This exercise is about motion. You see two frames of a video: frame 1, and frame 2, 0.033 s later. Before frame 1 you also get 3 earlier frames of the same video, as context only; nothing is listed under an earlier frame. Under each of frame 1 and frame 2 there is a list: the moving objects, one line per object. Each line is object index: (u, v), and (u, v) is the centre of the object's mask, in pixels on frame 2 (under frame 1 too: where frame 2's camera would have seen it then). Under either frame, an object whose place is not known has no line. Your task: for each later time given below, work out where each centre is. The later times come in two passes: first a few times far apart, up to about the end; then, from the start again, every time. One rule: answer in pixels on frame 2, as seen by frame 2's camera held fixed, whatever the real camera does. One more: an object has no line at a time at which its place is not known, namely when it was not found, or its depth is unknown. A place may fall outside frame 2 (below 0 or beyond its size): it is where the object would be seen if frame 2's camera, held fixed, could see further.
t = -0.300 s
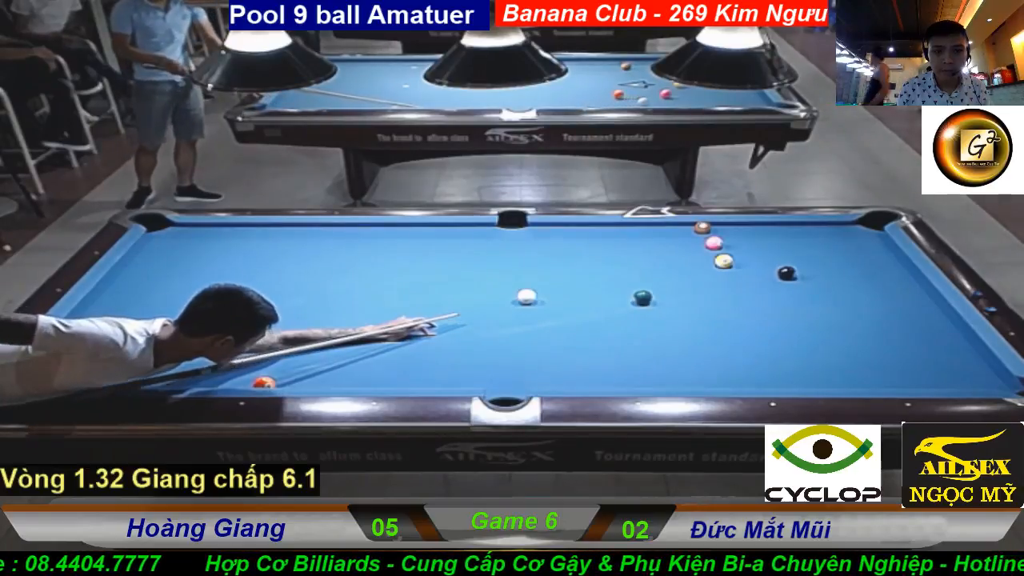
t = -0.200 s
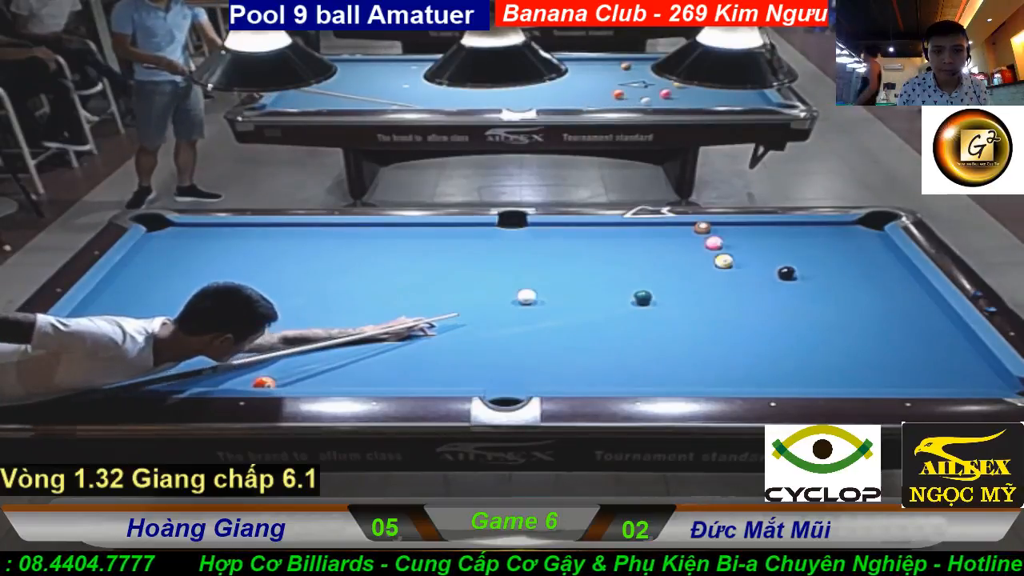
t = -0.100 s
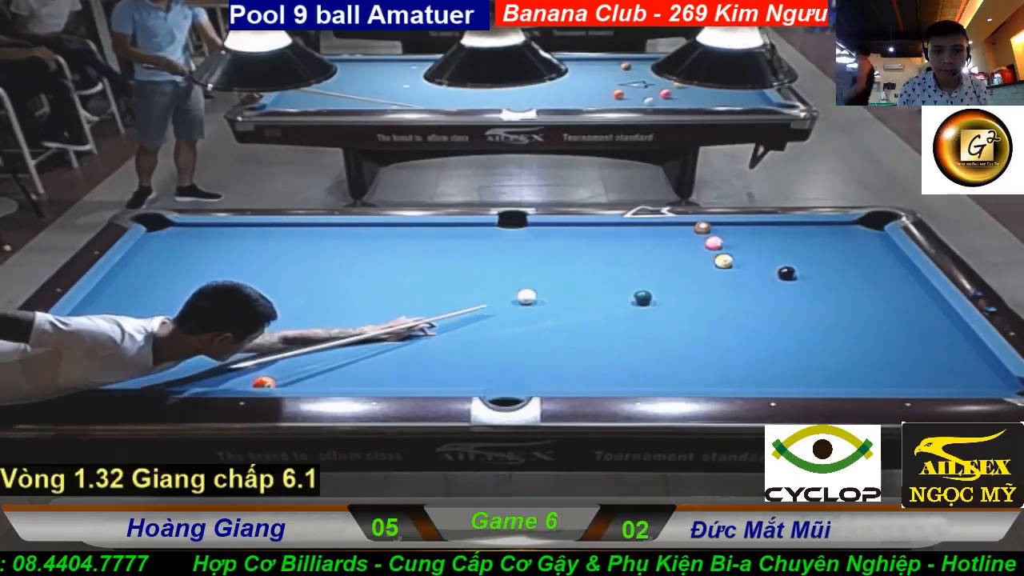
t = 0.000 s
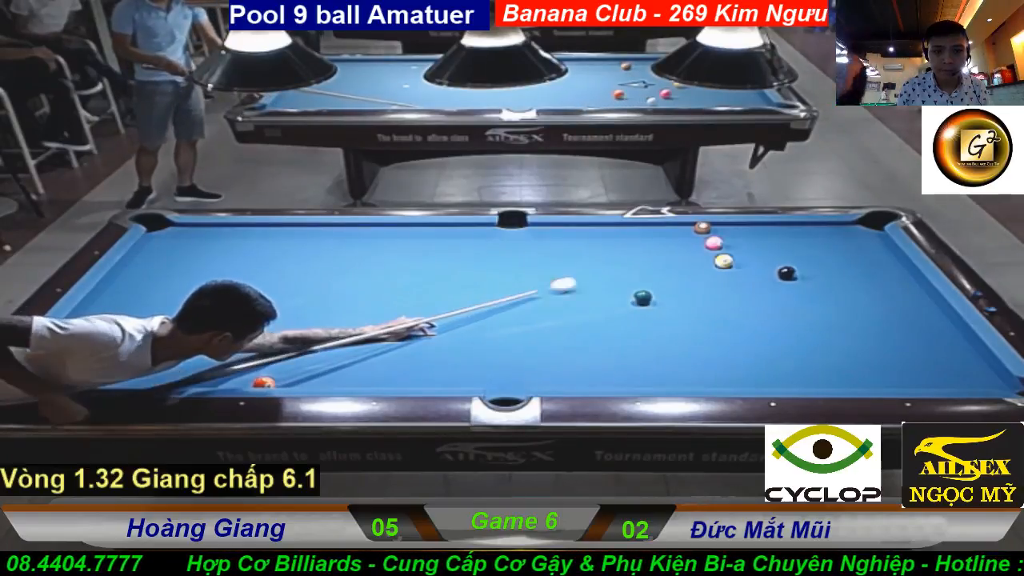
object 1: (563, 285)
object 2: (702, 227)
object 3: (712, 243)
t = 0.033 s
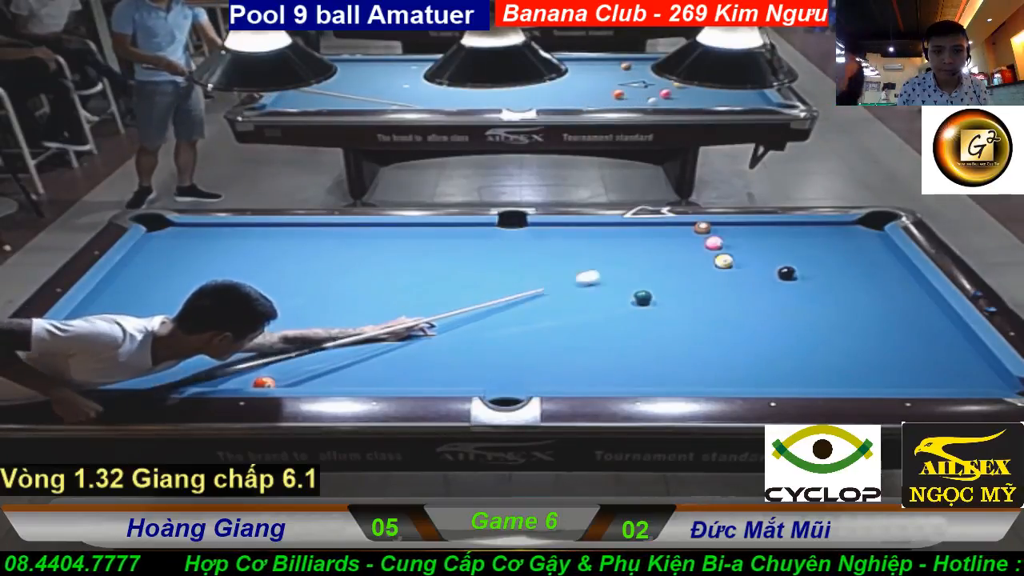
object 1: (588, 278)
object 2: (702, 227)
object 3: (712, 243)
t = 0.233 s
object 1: (696, 243)
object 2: (702, 227)
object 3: (726, 241)
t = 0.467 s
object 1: (683, 226)
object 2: (706, 227)
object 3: (849, 225)
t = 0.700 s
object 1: (659, 233)
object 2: (720, 225)
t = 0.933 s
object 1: (634, 241)
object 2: (733, 225)
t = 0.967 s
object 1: (630, 243)
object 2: (735, 225)
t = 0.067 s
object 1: (612, 271)
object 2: (702, 227)
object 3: (712, 243)
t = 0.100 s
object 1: (633, 264)
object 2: (702, 227)
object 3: (712, 243)
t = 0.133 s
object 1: (654, 258)
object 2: (702, 227)
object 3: (712, 243)
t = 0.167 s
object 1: (674, 252)
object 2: (702, 227)
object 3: (712, 243)
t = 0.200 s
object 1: (693, 246)
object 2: (702, 227)
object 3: (713, 243)
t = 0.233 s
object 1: (696, 243)
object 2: (702, 227)
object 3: (726, 241)
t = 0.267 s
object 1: (693, 241)
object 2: (702, 227)
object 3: (746, 239)
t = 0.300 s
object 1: (690, 238)
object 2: (702, 227)
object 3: (765, 236)
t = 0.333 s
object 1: (689, 236)
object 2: (702, 227)
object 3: (783, 234)
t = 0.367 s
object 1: (688, 233)
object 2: (702, 227)
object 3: (801, 231)
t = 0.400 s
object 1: (687, 231)
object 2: (702, 227)
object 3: (818, 229)
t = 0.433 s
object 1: (686, 228)
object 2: (703, 227)
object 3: (834, 227)
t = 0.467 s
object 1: (683, 226)
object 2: (706, 227)
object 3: (849, 225)
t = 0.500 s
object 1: (681, 226)
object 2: (708, 227)
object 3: (864, 223)
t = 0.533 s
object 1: (676, 228)
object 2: (711, 226)
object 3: (877, 223)
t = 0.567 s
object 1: (673, 229)
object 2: (713, 226)
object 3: (880, 223)
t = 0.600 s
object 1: (669, 230)
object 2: (715, 226)
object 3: (877, 225)
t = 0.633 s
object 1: (666, 231)
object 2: (716, 225)
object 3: (875, 228)
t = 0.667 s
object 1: (662, 232)
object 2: (718, 225)
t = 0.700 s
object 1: (659, 233)
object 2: (720, 225)
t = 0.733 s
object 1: (655, 234)
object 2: (722, 225)
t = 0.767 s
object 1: (651, 236)
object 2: (725, 225)
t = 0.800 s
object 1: (648, 237)
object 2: (726, 225)
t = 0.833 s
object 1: (644, 238)
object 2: (728, 225)
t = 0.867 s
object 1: (641, 239)
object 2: (730, 225)
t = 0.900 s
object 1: (637, 240)
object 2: (732, 225)
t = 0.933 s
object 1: (634, 241)
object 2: (733, 225)
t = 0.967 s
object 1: (630, 243)
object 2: (735, 225)
